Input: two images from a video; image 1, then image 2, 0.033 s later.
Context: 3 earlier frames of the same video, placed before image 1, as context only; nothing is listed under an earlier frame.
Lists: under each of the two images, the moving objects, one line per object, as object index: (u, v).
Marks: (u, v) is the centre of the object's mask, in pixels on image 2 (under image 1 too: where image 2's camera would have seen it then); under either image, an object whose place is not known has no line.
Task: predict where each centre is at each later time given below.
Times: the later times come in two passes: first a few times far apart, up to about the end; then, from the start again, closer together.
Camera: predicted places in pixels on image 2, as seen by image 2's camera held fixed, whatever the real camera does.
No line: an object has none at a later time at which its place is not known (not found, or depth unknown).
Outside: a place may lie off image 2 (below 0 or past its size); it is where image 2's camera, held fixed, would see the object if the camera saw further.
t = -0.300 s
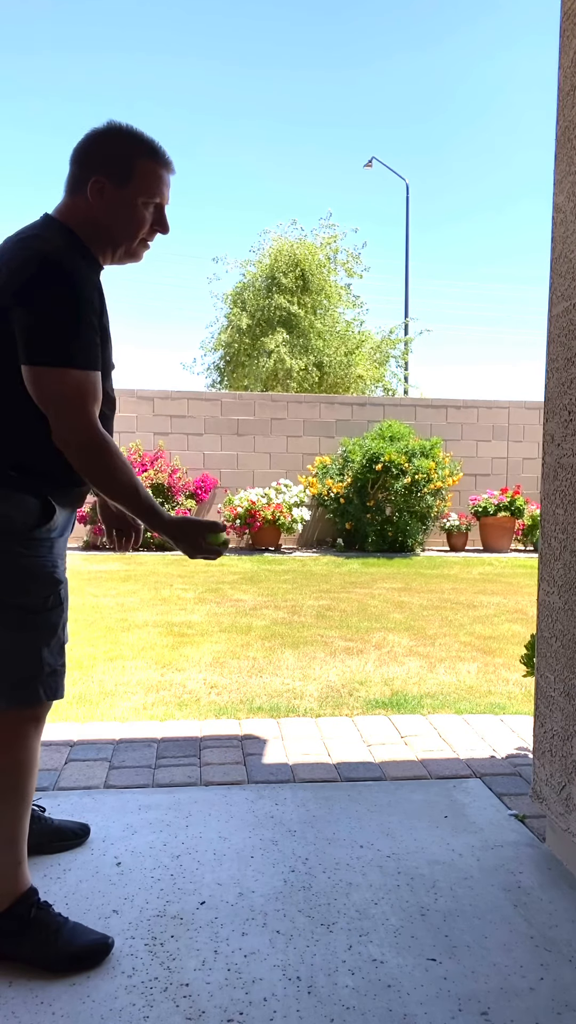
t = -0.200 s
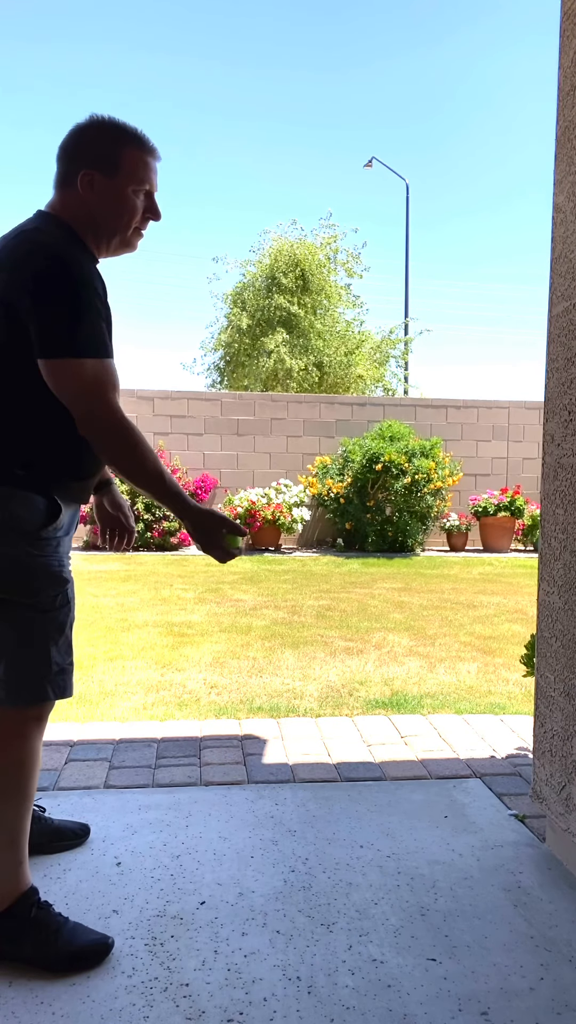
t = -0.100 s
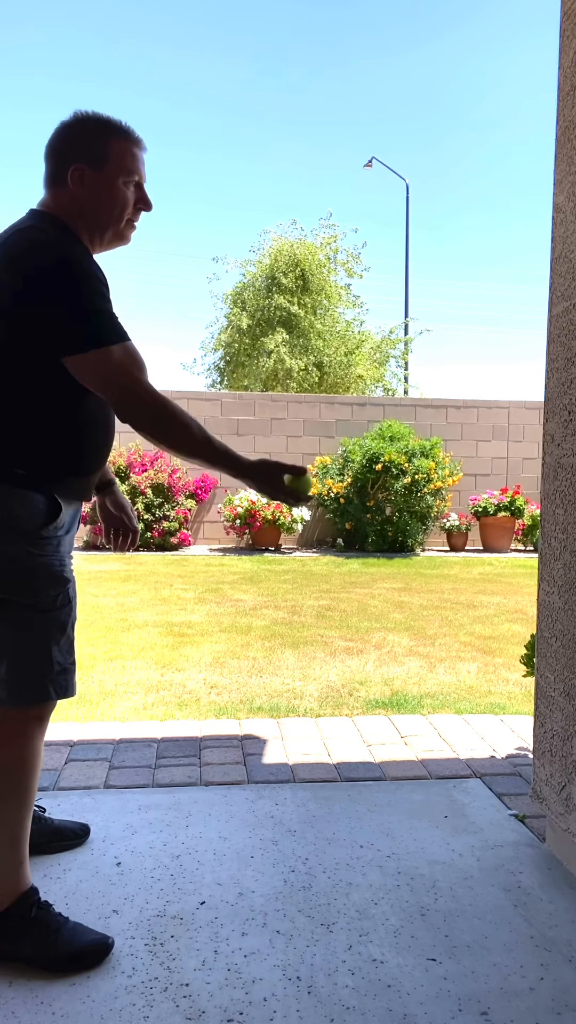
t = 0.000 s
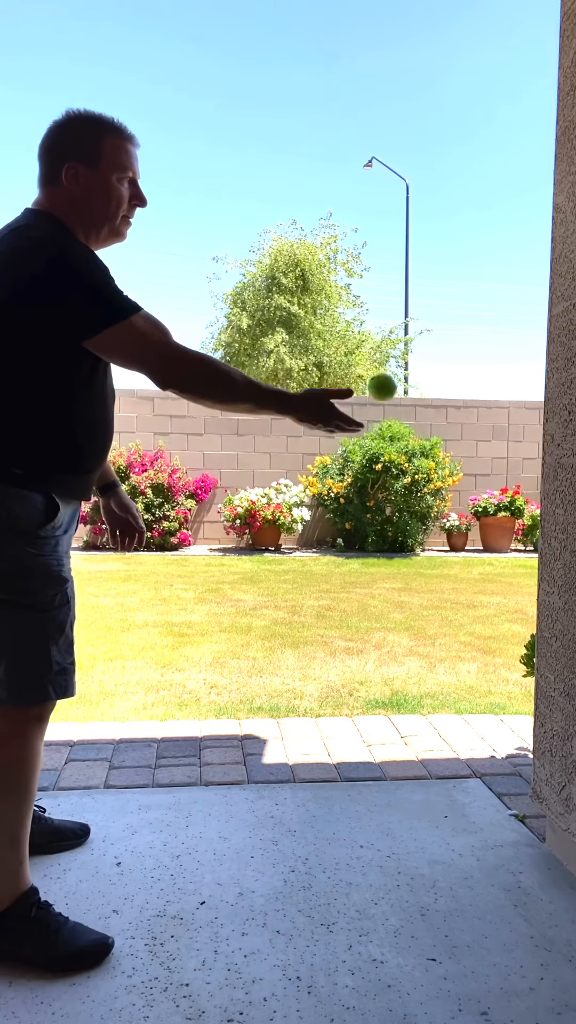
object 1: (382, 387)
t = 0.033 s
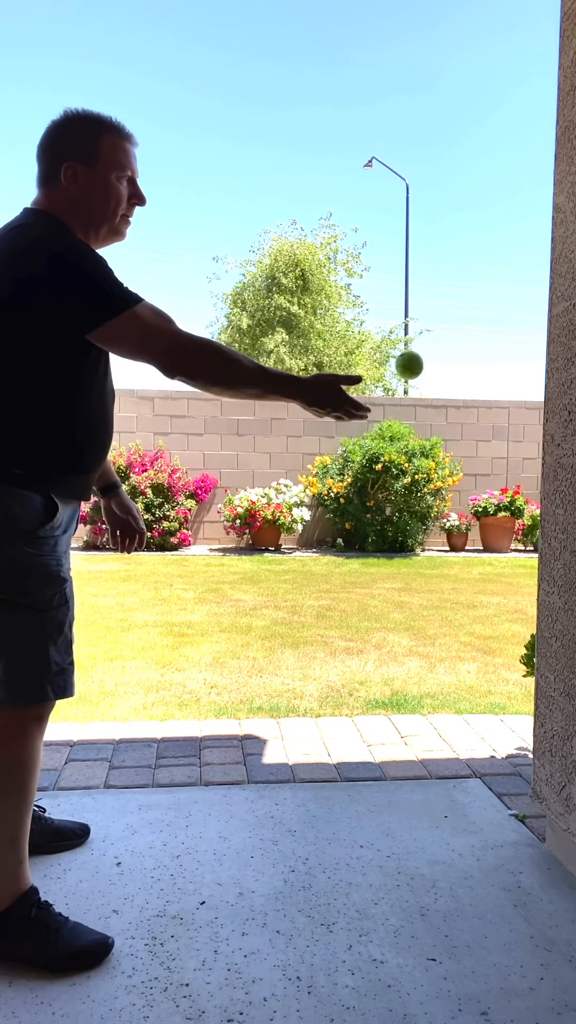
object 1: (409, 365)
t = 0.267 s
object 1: (558, 340)
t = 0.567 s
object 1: (368, 603)
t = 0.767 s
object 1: (256, 794)
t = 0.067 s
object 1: (436, 348)
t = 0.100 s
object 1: (462, 335)
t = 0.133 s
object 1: (487, 328)
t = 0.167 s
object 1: (513, 325)
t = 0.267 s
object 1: (558, 340)
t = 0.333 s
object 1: (516, 367)
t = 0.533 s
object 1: (389, 556)
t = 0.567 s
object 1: (368, 603)
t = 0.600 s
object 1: (347, 654)
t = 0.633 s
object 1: (326, 709)
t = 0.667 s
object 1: (305, 768)
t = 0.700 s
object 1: (286, 830)
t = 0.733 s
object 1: (269, 842)
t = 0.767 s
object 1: (256, 794)
